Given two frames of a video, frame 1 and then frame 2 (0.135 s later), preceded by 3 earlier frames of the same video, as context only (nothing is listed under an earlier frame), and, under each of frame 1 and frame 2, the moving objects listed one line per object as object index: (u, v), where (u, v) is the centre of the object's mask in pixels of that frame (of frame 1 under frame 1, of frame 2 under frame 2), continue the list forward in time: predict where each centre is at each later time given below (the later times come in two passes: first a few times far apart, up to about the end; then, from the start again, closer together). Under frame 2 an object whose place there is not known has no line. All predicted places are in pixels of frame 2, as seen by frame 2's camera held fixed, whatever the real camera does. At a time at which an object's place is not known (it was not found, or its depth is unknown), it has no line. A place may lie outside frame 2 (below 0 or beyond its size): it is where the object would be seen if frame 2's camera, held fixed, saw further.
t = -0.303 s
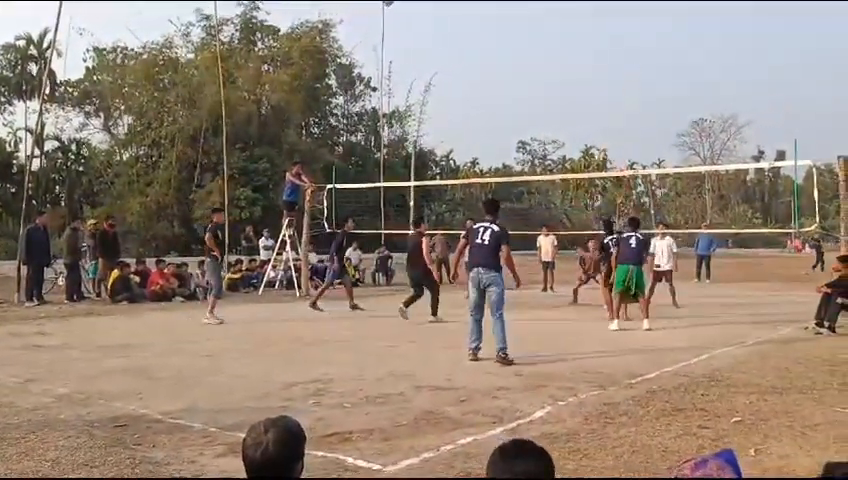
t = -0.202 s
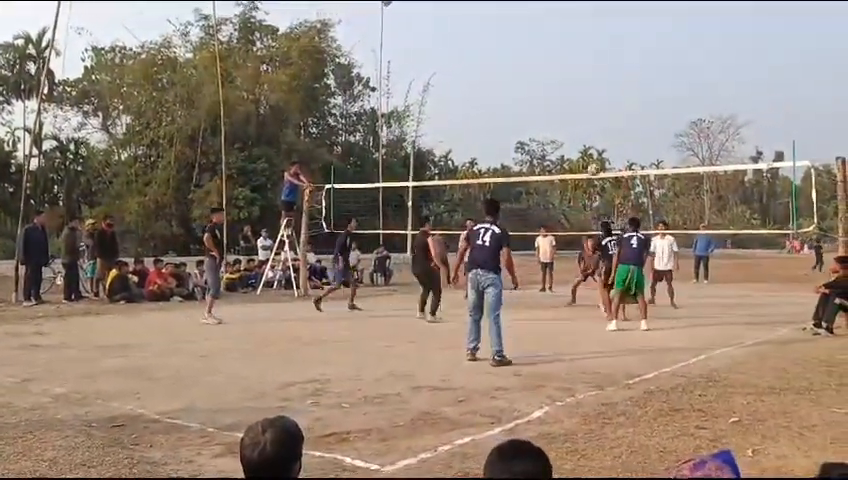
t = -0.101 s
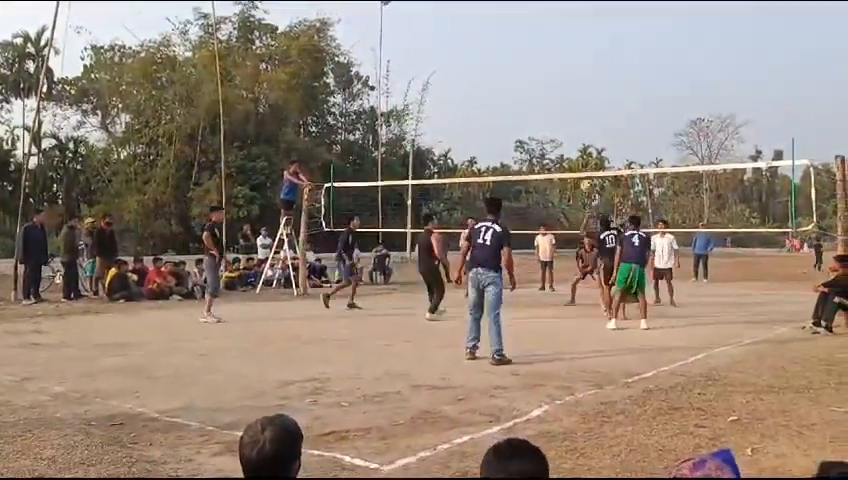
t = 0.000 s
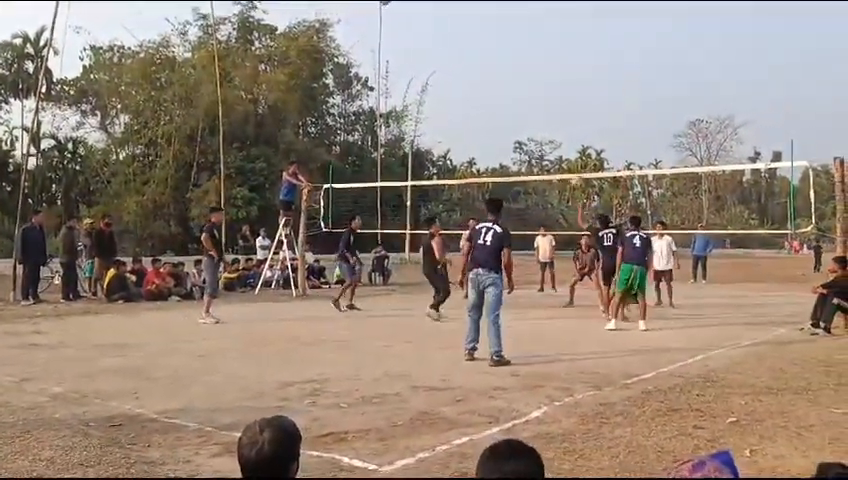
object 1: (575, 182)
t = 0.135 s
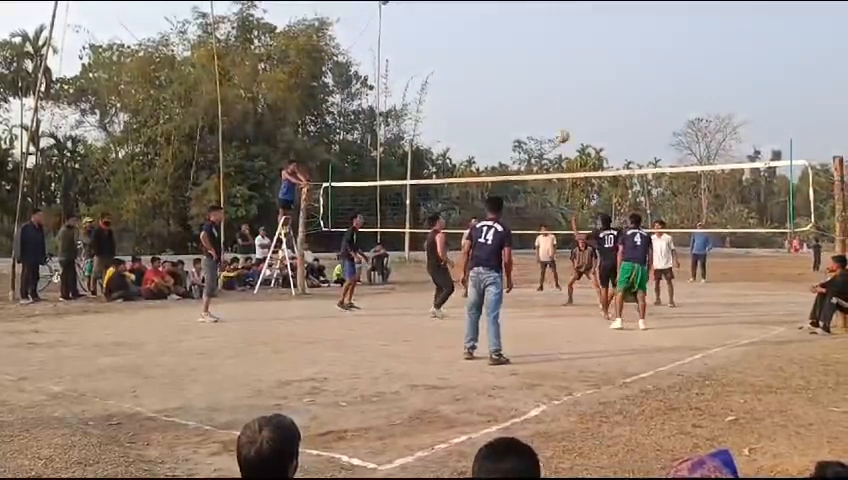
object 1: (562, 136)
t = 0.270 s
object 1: (549, 103)
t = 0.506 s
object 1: (522, 70)
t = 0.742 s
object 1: (495, 74)
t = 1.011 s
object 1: (466, 122)
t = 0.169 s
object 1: (559, 127)
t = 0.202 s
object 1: (556, 119)
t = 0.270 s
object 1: (549, 103)
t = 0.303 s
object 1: (546, 97)
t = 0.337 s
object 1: (542, 90)
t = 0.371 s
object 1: (538, 86)
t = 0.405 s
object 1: (535, 81)
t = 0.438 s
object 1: (531, 77)
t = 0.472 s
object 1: (527, 73)
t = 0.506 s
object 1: (522, 70)
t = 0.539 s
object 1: (518, 68)
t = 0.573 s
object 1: (514, 67)
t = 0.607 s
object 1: (510, 67)
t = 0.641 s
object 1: (507, 68)
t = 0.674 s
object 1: (503, 69)
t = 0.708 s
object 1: (499, 72)
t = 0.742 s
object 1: (495, 74)
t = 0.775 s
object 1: (492, 78)
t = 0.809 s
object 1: (488, 82)
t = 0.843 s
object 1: (484, 87)
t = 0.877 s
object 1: (480, 92)
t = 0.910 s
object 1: (477, 99)
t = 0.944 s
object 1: (473, 106)
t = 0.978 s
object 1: (470, 114)
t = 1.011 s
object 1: (466, 122)
